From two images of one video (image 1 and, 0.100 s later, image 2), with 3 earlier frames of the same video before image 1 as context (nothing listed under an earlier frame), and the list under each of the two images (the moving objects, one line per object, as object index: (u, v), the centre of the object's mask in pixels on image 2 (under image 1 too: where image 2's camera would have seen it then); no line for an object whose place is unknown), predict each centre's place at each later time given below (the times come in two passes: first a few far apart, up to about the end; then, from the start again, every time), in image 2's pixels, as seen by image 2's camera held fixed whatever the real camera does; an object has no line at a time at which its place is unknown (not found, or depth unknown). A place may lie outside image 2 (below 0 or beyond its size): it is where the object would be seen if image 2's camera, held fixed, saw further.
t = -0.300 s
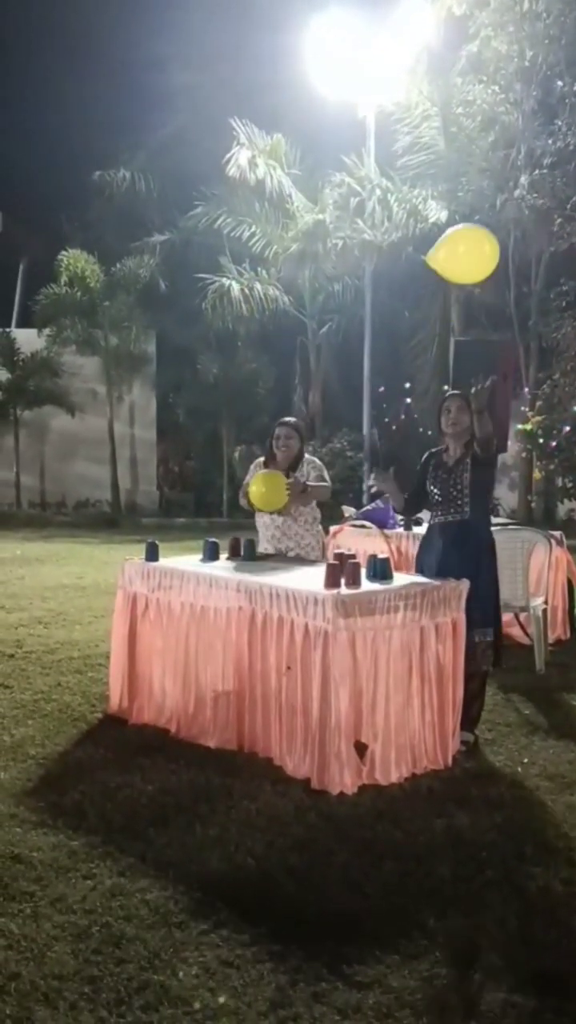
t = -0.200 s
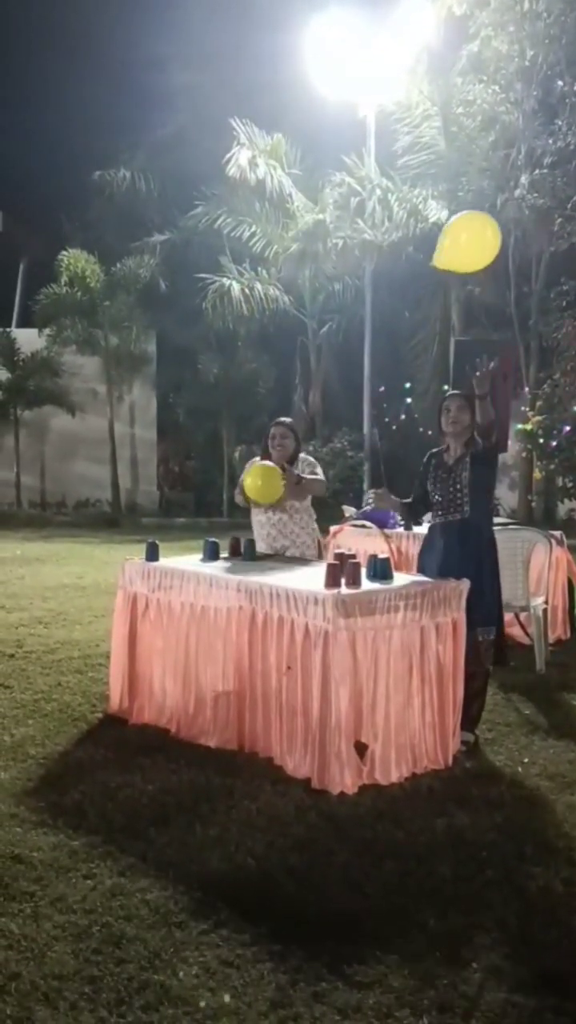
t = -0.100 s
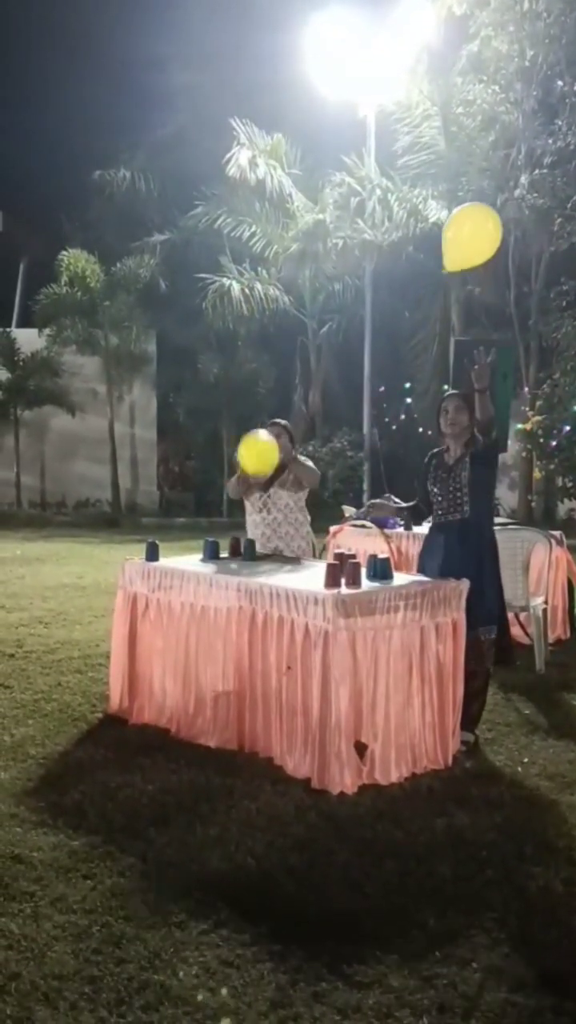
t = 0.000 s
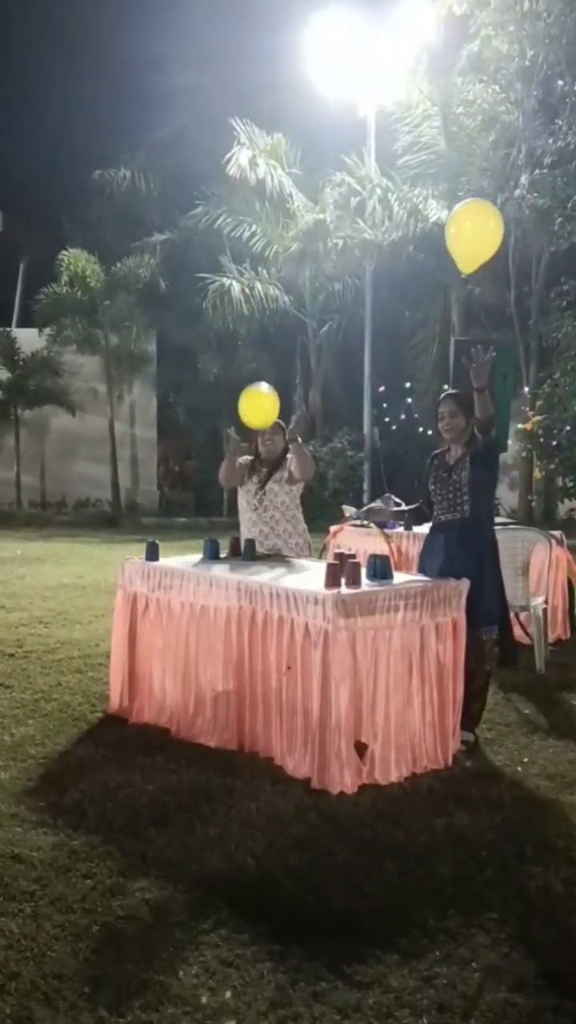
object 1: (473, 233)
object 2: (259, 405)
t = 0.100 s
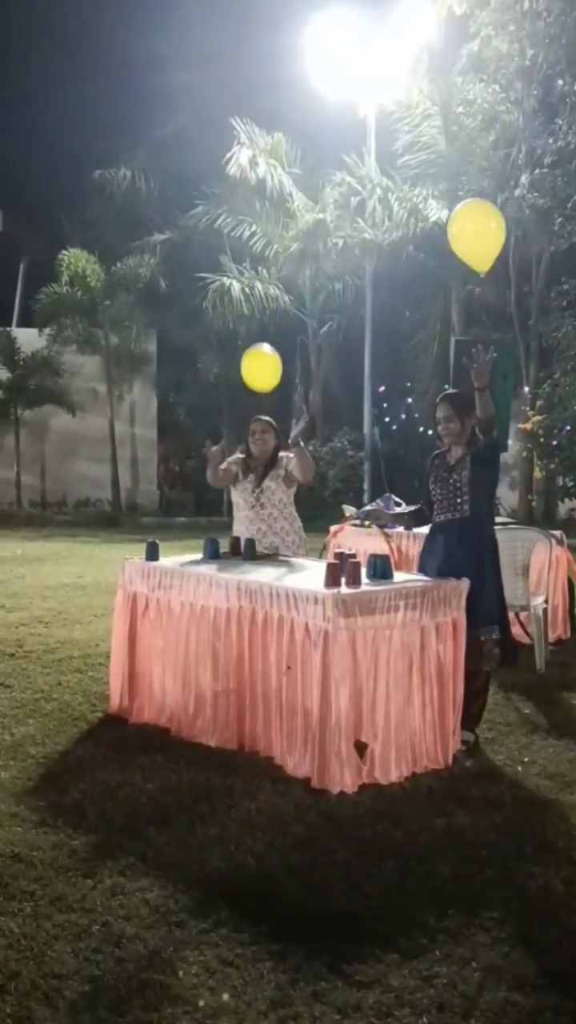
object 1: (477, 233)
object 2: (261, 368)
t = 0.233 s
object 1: (481, 238)
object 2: (264, 333)
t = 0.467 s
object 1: (487, 255)
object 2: (262, 302)
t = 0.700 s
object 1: (494, 287)
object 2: (259, 293)
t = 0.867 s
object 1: (500, 321)
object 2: (259, 296)
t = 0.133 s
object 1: (478, 234)
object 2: (262, 358)
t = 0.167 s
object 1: (479, 235)
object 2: (263, 348)
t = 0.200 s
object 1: (480, 236)
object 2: (263, 340)
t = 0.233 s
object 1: (481, 238)
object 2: (264, 333)
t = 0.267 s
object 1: (482, 239)
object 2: (264, 327)
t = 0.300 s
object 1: (483, 242)
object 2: (264, 321)
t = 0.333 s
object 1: (483, 244)
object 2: (263, 316)
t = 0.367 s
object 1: (484, 246)
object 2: (263, 312)
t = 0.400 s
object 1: (485, 249)
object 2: (263, 308)
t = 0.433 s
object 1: (486, 252)
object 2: (262, 305)
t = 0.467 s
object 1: (487, 255)
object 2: (262, 302)
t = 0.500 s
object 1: (488, 259)
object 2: (261, 299)
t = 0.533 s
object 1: (489, 263)
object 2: (261, 297)
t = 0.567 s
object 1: (490, 267)
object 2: (260, 296)
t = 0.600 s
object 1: (491, 272)
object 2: (260, 295)
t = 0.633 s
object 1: (492, 277)
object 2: (260, 294)
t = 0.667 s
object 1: (493, 282)
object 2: (259, 293)
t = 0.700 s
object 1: (494, 287)
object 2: (259, 293)
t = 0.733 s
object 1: (495, 294)
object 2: (259, 293)
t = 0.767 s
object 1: (496, 300)
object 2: (259, 293)
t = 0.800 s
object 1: (498, 307)
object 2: (259, 294)
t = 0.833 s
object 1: (499, 314)
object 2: (259, 295)
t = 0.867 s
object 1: (500, 321)
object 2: (259, 296)
